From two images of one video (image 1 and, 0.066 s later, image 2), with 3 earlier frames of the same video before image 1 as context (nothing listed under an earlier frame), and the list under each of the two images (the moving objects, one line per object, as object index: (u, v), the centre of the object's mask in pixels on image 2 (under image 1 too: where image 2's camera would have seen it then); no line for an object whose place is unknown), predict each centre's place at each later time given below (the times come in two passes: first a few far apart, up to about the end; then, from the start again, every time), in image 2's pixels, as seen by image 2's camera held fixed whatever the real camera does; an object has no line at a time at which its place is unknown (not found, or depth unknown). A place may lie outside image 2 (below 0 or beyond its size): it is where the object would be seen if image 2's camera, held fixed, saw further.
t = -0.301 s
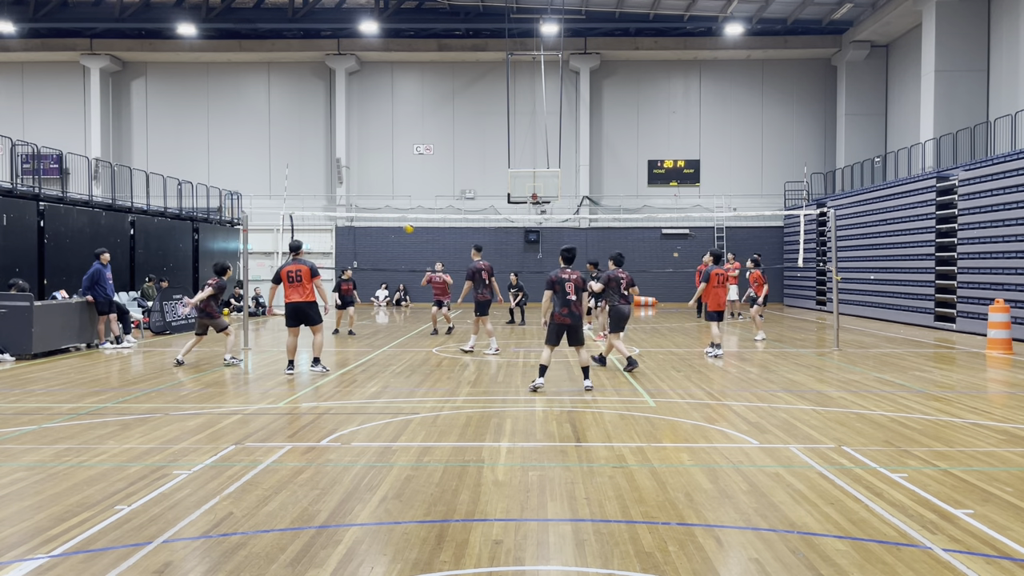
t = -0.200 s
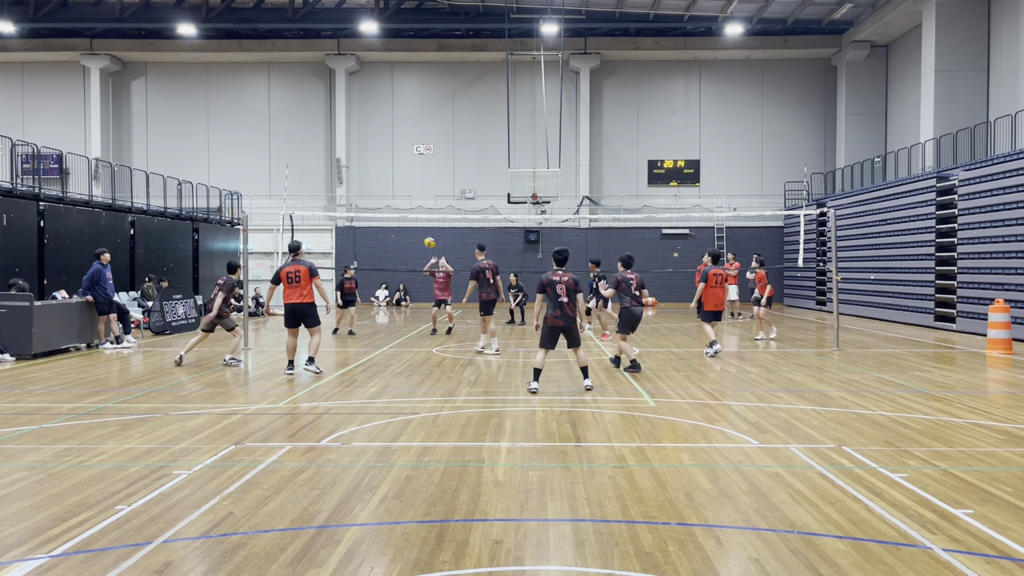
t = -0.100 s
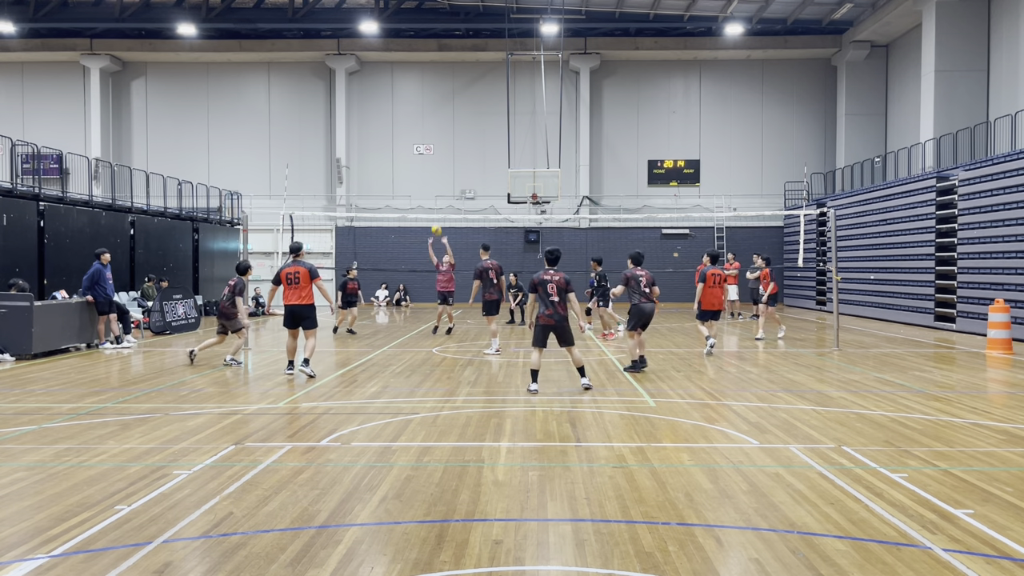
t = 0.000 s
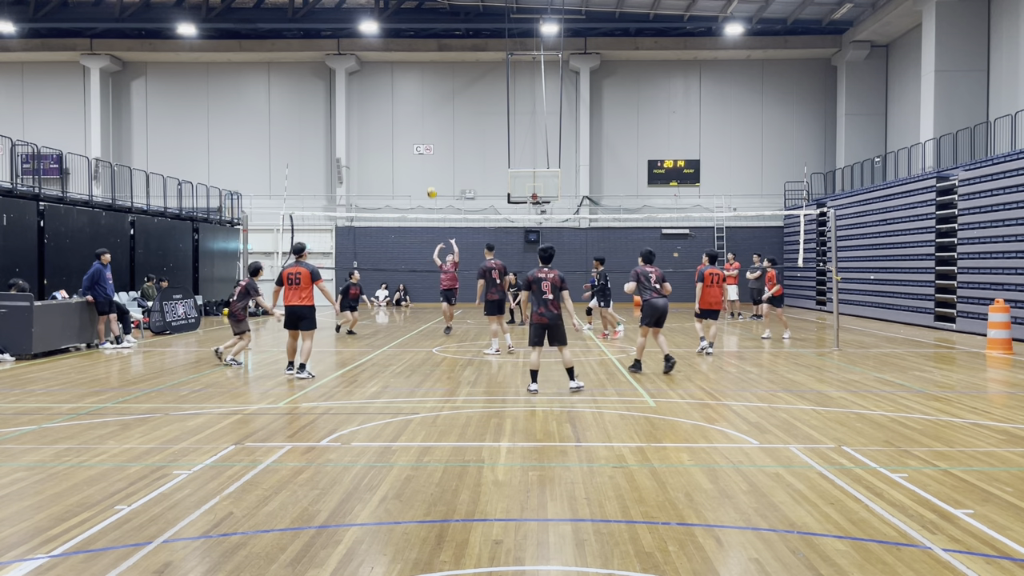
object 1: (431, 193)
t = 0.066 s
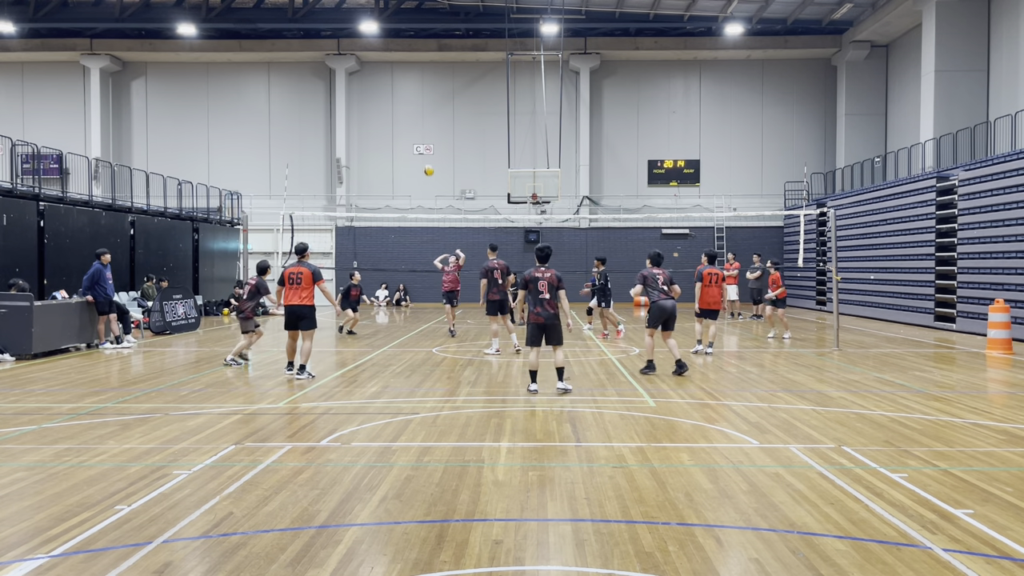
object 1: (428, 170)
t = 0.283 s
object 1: (419, 112)
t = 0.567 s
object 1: (407, 70)
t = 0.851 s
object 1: (395, 69)
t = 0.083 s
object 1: (428, 165)
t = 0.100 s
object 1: (427, 160)
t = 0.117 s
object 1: (426, 156)
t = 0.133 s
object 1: (425, 150)
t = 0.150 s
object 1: (424, 145)
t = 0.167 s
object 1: (424, 141)
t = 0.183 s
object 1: (423, 136)
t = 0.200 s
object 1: (422, 132)
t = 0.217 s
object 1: (421, 127)
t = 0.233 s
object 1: (421, 123)
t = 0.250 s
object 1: (420, 120)
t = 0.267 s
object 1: (419, 116)
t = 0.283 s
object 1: (419, 112)
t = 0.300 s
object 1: (418, 108)
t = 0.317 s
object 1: (417, 105)
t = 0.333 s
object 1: (417, 102)
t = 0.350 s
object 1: (416, 99)
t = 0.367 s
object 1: (415, 96)
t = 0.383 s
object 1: (415, 93)
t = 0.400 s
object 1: (414, 90)
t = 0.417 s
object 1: (413, 87)
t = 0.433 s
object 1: (412, 85)
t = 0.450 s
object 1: (412, 82)
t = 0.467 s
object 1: (411, 80)
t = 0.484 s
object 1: (410, 78)
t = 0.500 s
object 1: (410, 77)
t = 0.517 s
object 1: (409, 75)
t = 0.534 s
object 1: (408, 73)
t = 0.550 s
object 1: (408, 72)
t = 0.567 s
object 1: (407, 70)
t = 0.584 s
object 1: (406, 69)
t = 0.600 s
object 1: (406, 68)
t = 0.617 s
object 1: (405, 67)
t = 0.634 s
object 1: (404, 66)
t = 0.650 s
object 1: (404, 66)
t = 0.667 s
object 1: (403, 65)
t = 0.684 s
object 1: (402, 65)
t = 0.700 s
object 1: (401, 65)
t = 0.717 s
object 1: (401, 65)
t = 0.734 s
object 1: (400, 65)
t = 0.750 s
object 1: (400, 65)
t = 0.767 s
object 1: (399, 65)
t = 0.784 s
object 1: (398, 66)
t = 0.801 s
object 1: (397, 66)
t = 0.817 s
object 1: (397, 67)
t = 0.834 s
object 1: (396, 68)
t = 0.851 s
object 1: (395, 69)
